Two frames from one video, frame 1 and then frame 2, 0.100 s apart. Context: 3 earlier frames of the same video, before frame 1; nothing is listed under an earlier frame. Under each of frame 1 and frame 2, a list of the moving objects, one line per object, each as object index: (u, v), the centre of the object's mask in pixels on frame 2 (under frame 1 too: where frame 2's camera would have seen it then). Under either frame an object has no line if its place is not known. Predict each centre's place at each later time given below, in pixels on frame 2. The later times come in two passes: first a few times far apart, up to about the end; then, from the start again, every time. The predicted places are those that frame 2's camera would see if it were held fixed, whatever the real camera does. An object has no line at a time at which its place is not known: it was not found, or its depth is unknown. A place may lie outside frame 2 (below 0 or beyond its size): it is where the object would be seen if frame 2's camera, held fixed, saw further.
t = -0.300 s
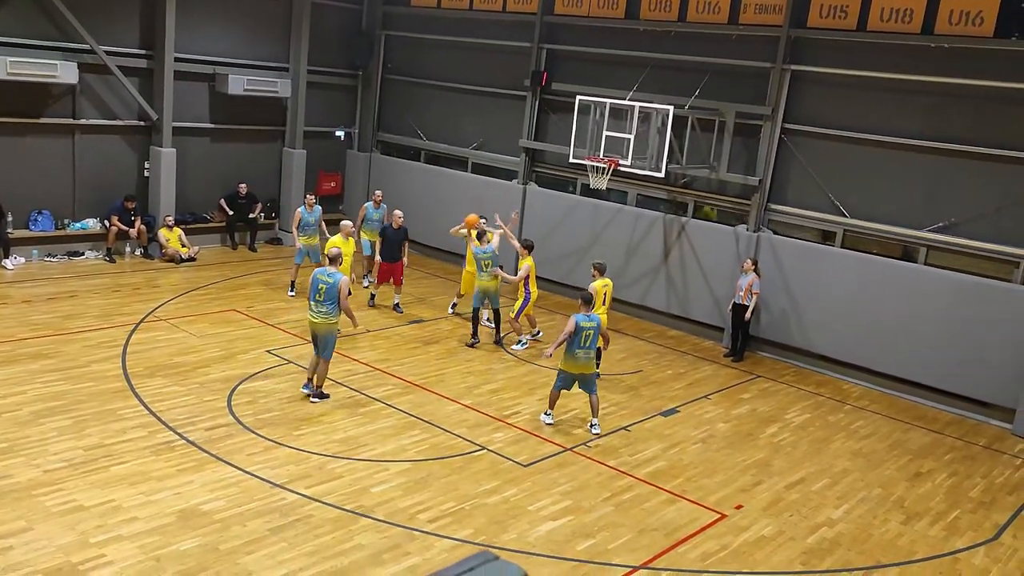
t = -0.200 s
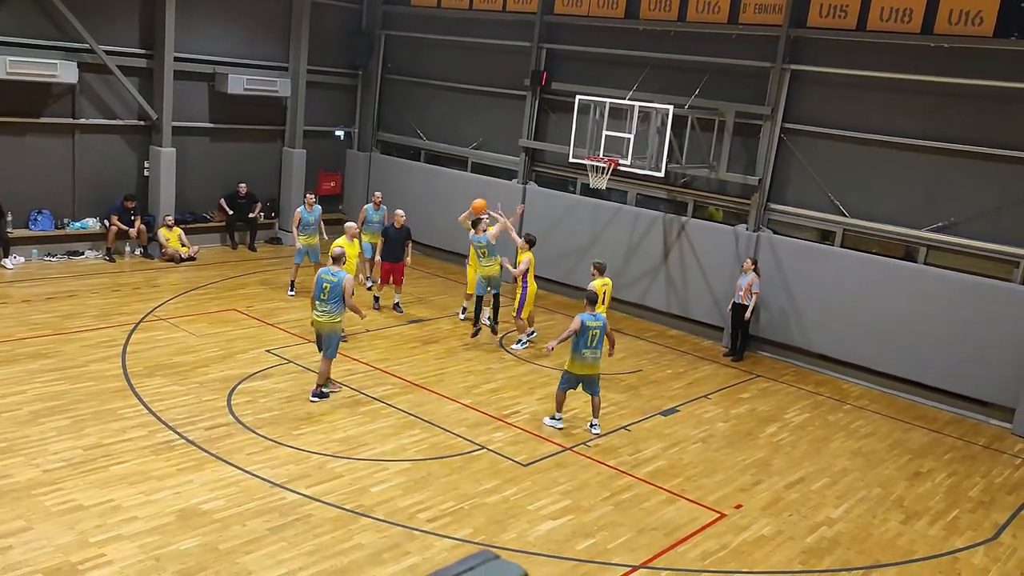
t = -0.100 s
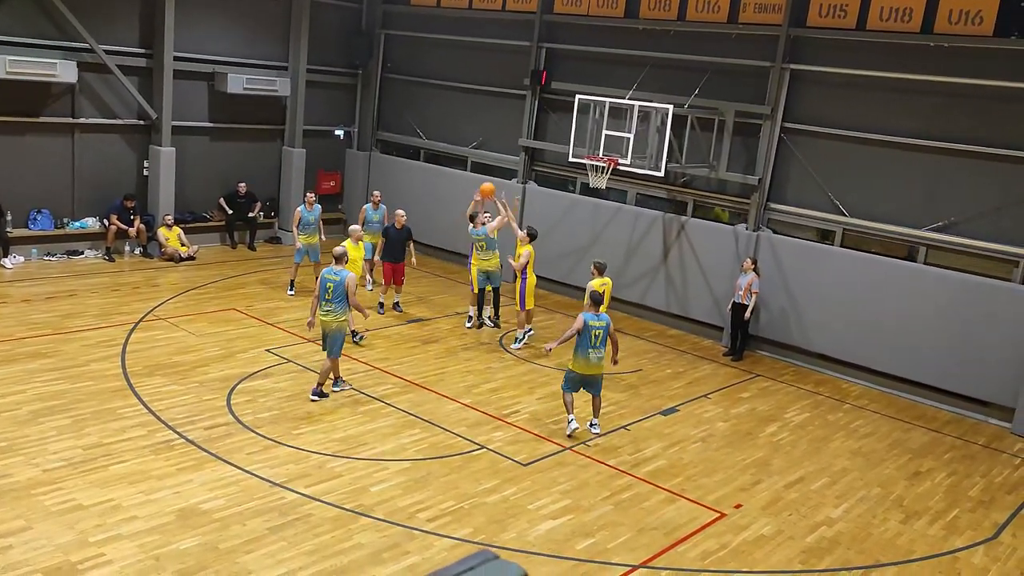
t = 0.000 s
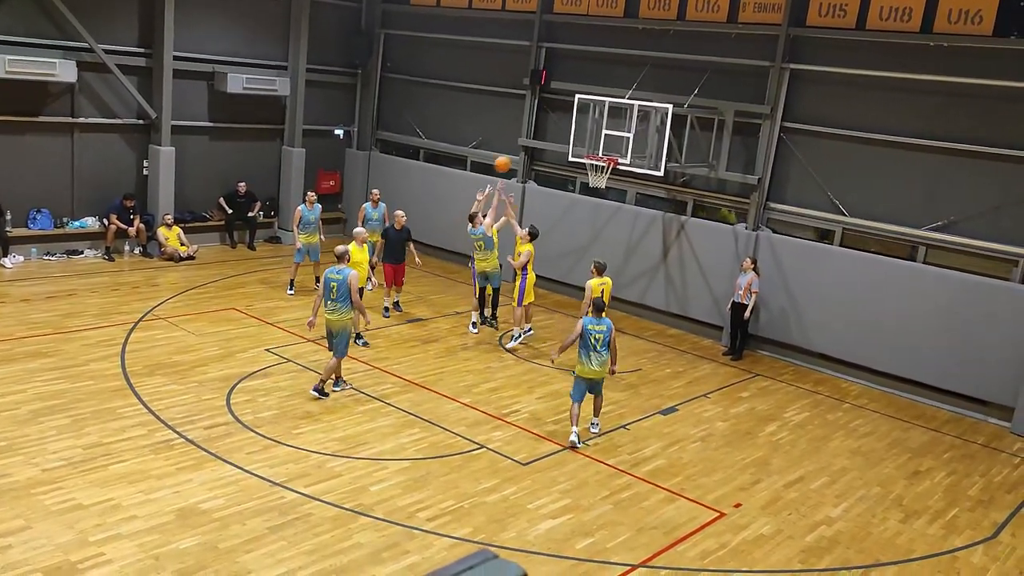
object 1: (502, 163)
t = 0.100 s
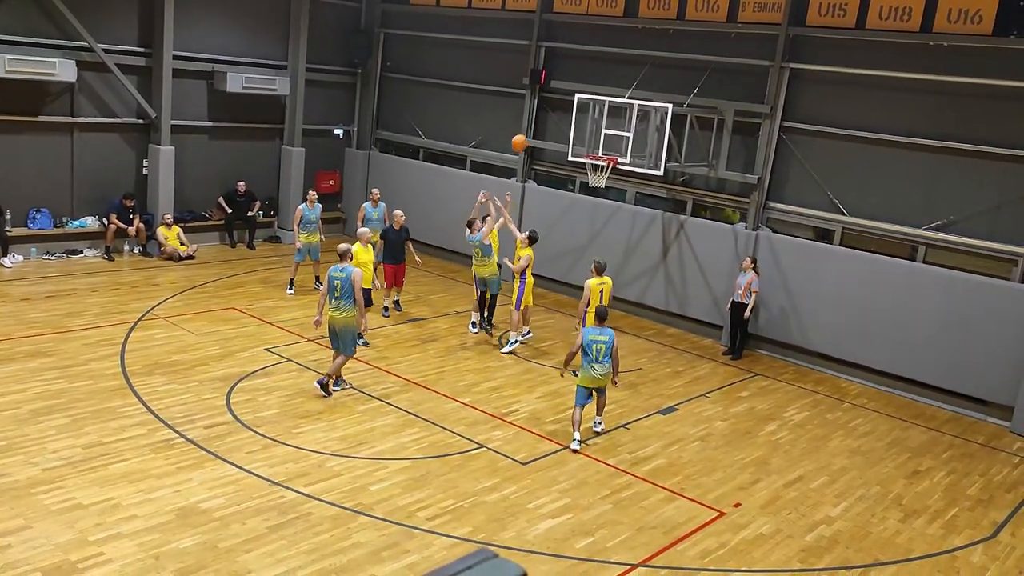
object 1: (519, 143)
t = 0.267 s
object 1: (546, 123)
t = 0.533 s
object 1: (584, 128)
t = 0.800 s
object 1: (600, 138)
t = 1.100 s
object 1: (585, 147)
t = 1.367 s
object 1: (579, 151)
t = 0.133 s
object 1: (525, 137)
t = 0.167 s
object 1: (530, 132)
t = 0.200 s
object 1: (536, 129)
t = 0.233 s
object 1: (541, 125)
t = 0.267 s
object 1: (546, 123)
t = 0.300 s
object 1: (551, 121)
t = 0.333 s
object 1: (556, 120)
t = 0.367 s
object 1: (561, 119)
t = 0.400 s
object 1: (566, 119)
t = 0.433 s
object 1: (571, 121)
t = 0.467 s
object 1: (575, 122)
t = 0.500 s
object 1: (580, 125)
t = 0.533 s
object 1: (584, 128)
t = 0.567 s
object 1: (588, 132)
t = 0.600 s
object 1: (592, 136)
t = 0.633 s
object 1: (596, 141)
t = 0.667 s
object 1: (600, 147)
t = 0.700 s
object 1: (603, 146)
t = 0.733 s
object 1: (603, 143)
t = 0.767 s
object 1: (601, 140)
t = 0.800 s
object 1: (600, 138)
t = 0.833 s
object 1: (598, 137)
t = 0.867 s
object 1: (596, 136)
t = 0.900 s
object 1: (595, 137)
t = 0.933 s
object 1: (593, 137)
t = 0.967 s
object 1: (591, 138)
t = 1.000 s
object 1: (589, 141)
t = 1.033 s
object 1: (587, 144)
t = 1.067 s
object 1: (585, 147)
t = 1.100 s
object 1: (585, 147)
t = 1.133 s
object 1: (584, 147)
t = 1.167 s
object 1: (584, 147)
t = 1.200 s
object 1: (583, 147)
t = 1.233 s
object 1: (582, 148)
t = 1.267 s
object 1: (582, 148)
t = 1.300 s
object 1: (581, 149)
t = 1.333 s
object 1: (580, 150)
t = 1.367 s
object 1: (579, 151)
